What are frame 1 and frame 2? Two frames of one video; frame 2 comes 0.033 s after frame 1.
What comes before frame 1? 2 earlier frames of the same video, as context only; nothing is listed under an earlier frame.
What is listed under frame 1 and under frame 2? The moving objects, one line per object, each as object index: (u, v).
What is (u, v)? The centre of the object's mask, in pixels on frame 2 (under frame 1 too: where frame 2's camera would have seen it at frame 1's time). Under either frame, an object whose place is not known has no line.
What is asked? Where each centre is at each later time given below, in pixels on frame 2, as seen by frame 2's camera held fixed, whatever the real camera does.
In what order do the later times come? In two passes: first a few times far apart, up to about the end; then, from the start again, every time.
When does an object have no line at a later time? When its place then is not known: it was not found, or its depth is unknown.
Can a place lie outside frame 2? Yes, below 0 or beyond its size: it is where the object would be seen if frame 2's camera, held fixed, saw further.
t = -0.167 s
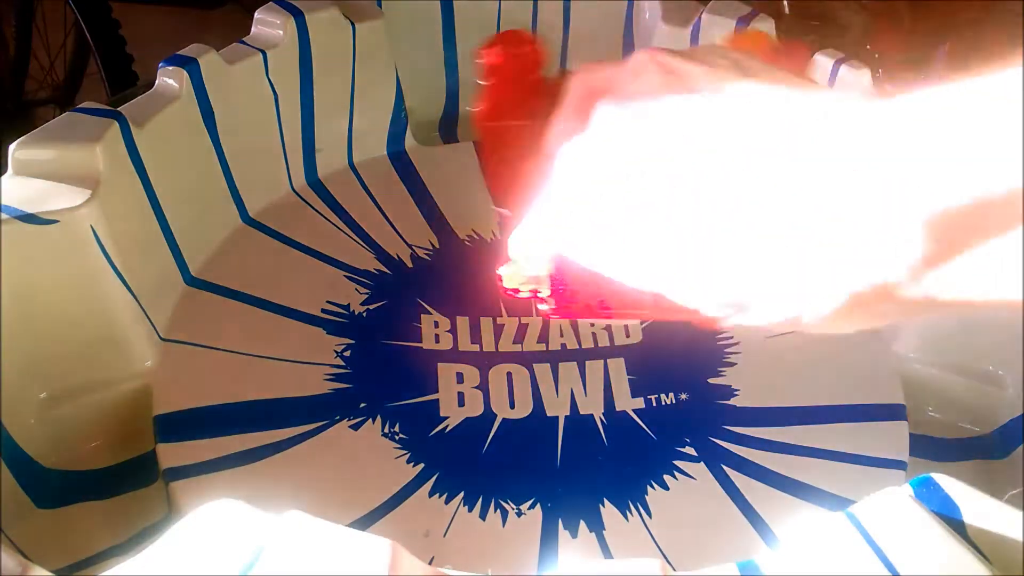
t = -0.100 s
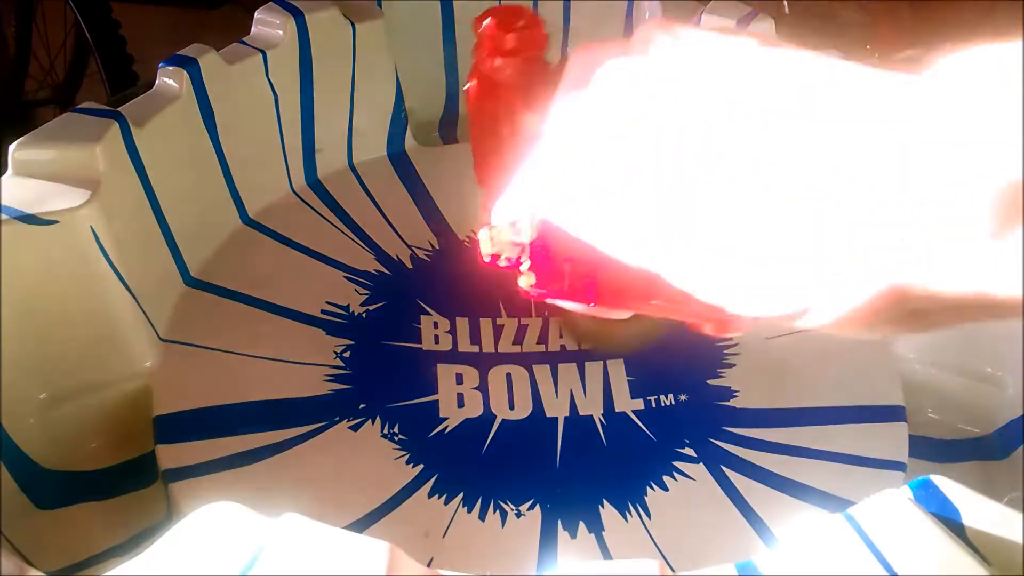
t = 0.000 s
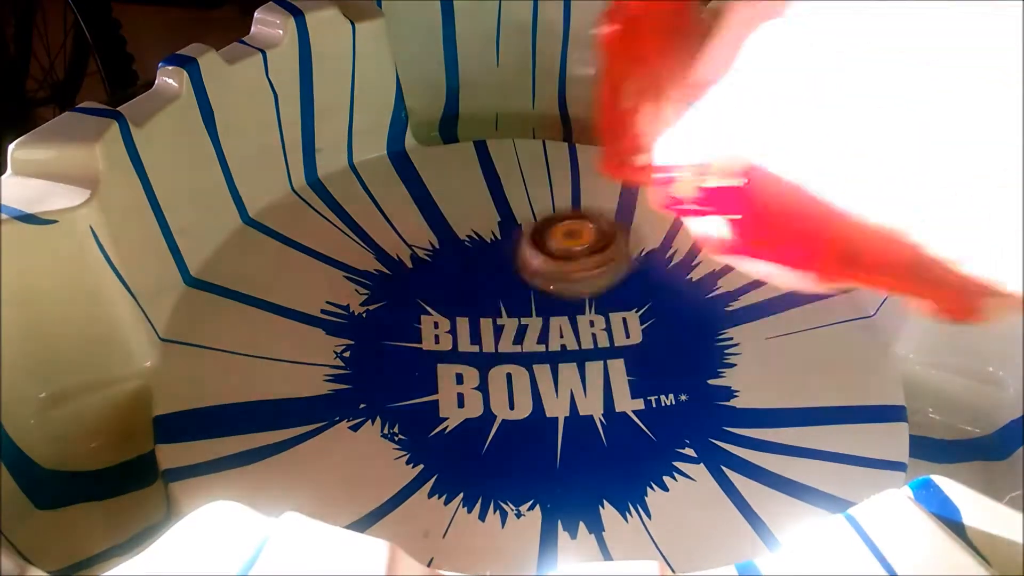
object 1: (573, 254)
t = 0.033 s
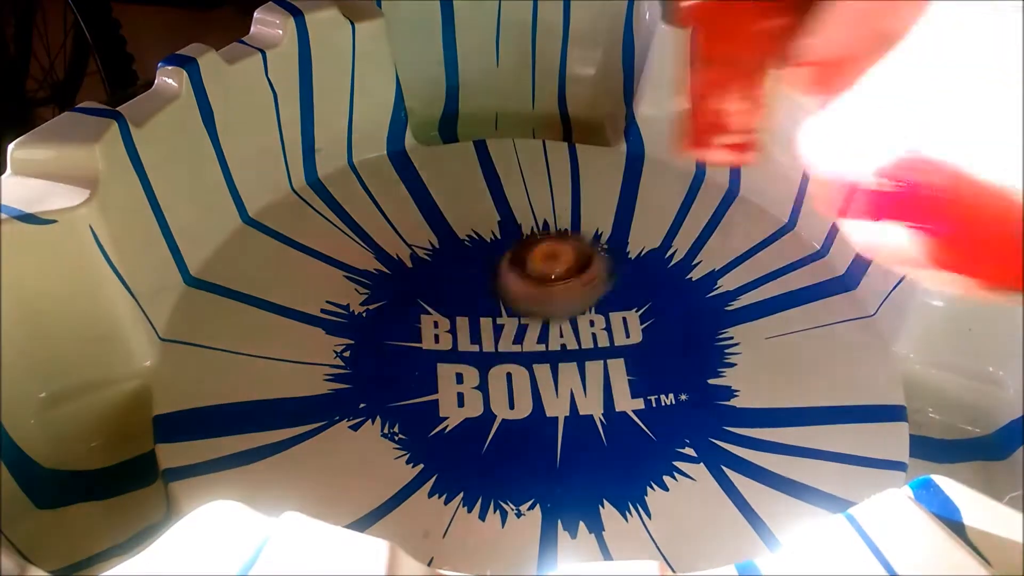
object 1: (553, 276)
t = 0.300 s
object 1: (436, 402)
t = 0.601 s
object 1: (473, 547)
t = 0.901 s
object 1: (673, 464)
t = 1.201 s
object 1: (504, 334)
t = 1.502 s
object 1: (274, 339)
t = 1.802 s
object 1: (301, 484)
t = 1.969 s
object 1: (466, 519)
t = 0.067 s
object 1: (530, 319)
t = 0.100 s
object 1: (517, 317)
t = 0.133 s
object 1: (505, 311)
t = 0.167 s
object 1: (491, 326)
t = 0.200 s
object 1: (476, 360)
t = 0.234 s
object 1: (463, 361)
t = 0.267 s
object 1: (447, 384)
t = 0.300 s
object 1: (436, 402)
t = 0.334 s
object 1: (430, 424)
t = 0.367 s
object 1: (423, 445)
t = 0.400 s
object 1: (418, 469)
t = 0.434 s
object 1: (415, 488)
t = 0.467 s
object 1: (422, 503)
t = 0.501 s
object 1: (437, 518)
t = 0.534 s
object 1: (448, 531)
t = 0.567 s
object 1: (461, 542)
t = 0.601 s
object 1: (473, 547)
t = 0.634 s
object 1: (496, 549)
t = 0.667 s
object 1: (524, 547)
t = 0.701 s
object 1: (555, 542)
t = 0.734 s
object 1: (579, 538)
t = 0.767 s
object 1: (604, 531)
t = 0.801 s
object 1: (638, 515)
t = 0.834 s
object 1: (652, 513)
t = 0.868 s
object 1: (668, 490)
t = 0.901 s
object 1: (673, 464)
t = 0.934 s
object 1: (671, 441)
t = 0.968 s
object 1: (662, 420)
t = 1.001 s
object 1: (644, 400)
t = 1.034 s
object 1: (625, 385)
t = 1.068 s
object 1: (603, 372)
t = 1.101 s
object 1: (578, 360)
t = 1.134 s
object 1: (554, 350)
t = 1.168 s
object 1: (529, 341)
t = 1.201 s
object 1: (504, 334)
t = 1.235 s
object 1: (477, 327)
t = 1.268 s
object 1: (453, 321)
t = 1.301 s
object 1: (426, 318)
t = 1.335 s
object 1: (400, 317)
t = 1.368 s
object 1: (373, 318)
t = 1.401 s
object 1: (348, 320)
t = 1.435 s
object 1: (321, 324)
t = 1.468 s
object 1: (296, 330)
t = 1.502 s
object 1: (274, 339)
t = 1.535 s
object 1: (256, 352)
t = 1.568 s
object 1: (241, 367)
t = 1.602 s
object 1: (231, 385)
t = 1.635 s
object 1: (224, 404)
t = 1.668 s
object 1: (226, 423)
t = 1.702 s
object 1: (232, 441)
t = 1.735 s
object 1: (246, 458)
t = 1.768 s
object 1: (274, 472)
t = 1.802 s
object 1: (301, 484)
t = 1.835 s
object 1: (330, 495)
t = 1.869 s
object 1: (367, 504)
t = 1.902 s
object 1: (405, 513)
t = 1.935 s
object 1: (440, 518)
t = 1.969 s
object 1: (466, 519)
